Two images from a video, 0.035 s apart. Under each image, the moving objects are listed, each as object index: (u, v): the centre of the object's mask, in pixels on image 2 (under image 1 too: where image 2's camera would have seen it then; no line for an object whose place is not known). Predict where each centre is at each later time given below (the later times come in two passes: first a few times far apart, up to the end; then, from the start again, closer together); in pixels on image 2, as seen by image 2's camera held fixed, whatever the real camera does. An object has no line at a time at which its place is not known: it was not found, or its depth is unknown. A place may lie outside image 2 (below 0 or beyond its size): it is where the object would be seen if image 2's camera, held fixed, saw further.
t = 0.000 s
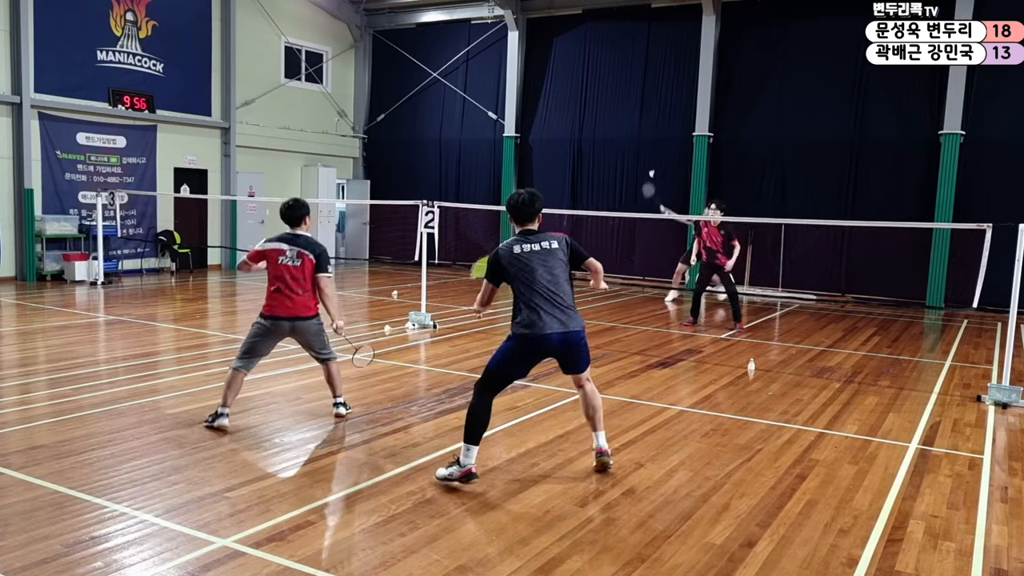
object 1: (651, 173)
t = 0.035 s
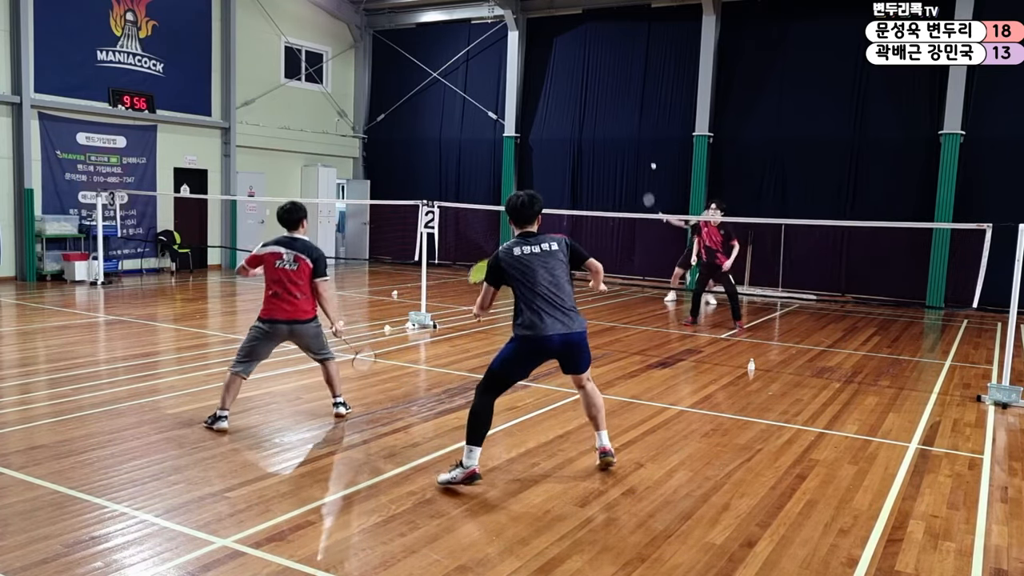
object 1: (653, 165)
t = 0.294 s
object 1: (639, 142)
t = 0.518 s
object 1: (625, 161)
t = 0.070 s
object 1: (651, 159)
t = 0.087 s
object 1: (649, 156)
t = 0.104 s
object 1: (648, 153)
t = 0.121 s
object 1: (648, 151)
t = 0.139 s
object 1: (647, 150)
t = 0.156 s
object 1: (646, 148)
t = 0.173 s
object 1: (645, 147)
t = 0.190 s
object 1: (644, 145)
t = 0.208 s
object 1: (643, 144)
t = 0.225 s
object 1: (643, 143)
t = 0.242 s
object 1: (642, 143)
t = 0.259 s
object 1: (640, 142)
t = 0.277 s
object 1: (640, 142)
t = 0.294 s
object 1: (639, 142)
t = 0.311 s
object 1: (638, 142)
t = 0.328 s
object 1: (637, 142)
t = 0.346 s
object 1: (636, 143)
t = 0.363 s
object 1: (635, 144)
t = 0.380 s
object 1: (634, 145)
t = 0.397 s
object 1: (633, 146)
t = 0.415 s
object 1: (632, 147)
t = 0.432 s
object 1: (631, 149)
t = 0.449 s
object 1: (630, 151)
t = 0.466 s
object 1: (628, 153)
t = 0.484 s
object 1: (627, 156)
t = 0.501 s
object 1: (626, 159)
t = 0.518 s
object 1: (625, 161)
